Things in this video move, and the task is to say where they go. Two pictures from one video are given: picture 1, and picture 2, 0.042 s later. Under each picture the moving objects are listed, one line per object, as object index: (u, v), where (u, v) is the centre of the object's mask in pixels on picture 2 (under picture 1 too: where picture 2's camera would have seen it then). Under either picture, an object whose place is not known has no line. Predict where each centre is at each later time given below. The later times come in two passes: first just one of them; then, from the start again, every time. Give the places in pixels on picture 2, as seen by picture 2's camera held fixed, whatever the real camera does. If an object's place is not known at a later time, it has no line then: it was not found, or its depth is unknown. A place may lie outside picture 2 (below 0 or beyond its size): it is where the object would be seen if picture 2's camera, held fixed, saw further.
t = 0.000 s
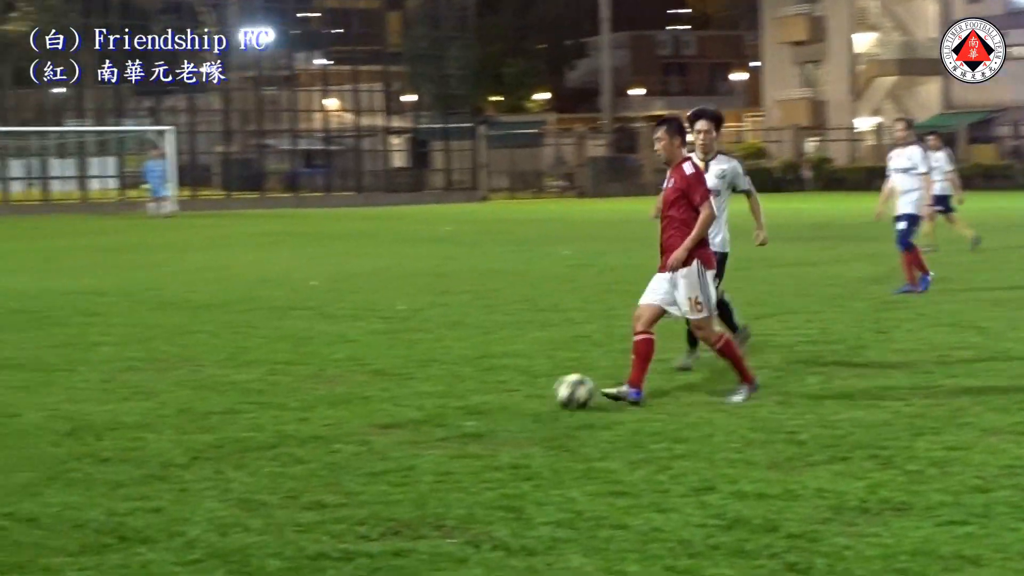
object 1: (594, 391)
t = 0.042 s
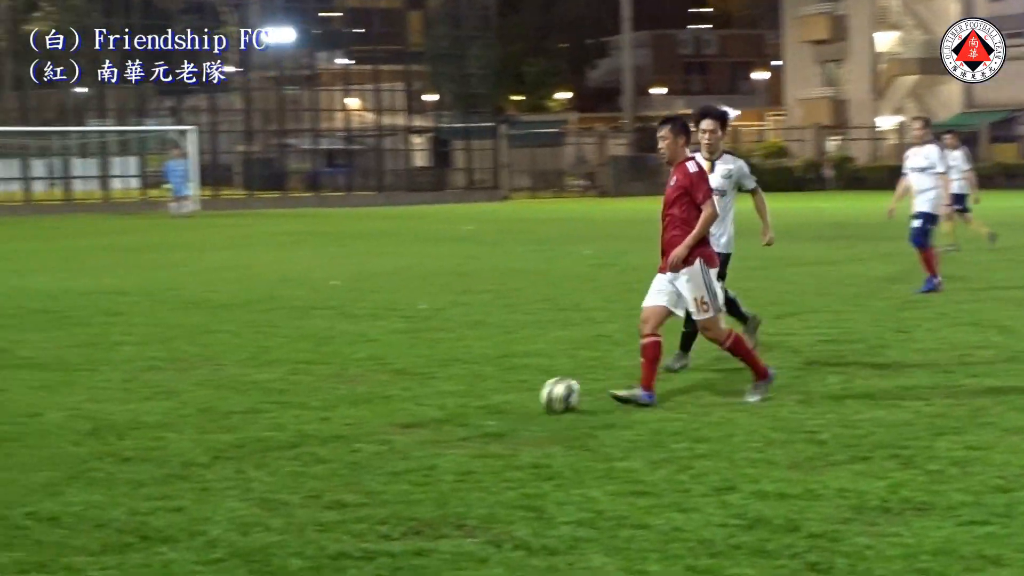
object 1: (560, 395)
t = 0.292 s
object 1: (380, 415)
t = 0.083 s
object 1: (529, 399)
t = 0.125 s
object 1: (499, 398)
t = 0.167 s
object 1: (471, 397)
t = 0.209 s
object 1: (442, 400)
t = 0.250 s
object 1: (410, 407)
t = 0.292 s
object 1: (380, 415)
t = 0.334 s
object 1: (350, 419)
